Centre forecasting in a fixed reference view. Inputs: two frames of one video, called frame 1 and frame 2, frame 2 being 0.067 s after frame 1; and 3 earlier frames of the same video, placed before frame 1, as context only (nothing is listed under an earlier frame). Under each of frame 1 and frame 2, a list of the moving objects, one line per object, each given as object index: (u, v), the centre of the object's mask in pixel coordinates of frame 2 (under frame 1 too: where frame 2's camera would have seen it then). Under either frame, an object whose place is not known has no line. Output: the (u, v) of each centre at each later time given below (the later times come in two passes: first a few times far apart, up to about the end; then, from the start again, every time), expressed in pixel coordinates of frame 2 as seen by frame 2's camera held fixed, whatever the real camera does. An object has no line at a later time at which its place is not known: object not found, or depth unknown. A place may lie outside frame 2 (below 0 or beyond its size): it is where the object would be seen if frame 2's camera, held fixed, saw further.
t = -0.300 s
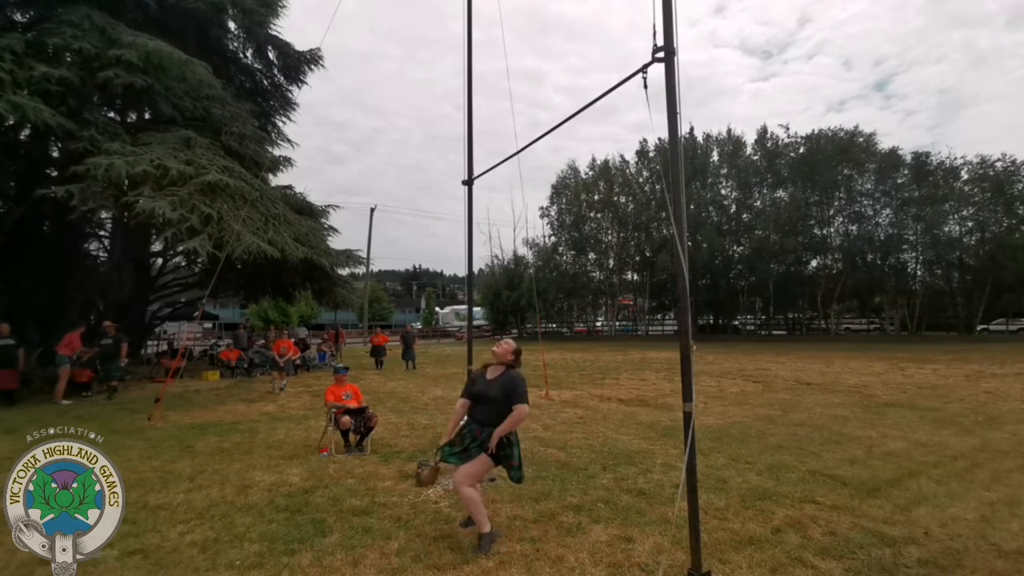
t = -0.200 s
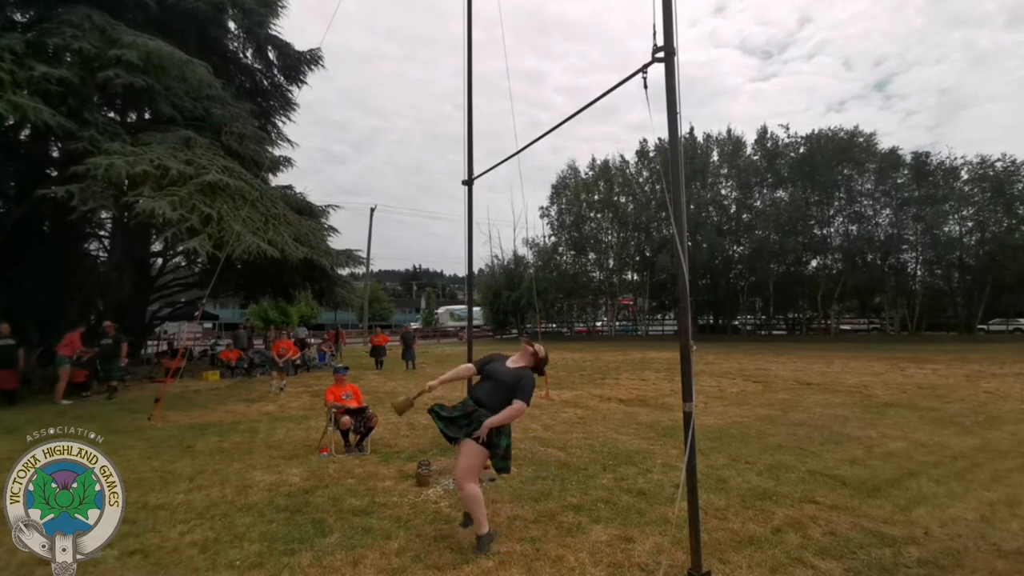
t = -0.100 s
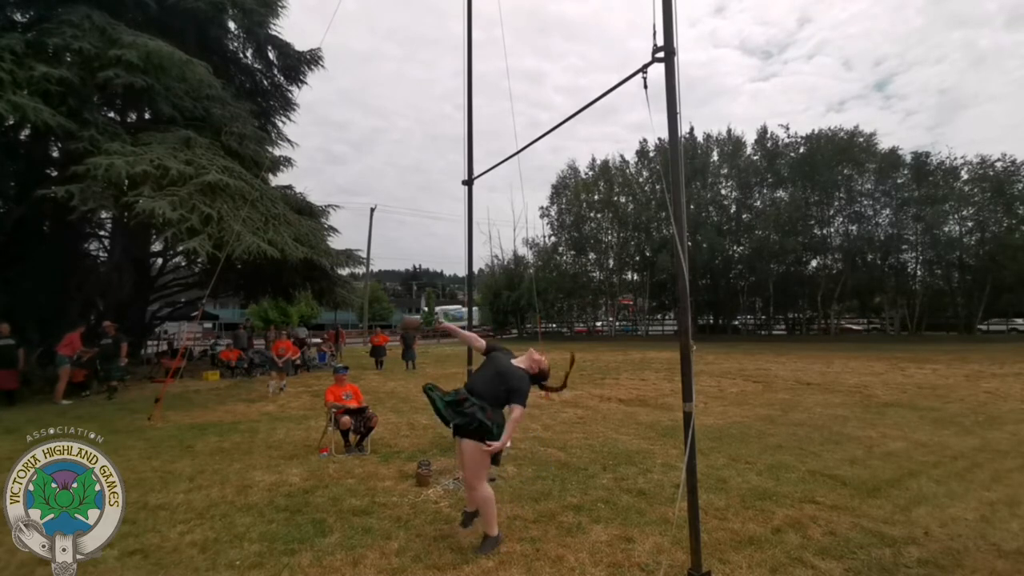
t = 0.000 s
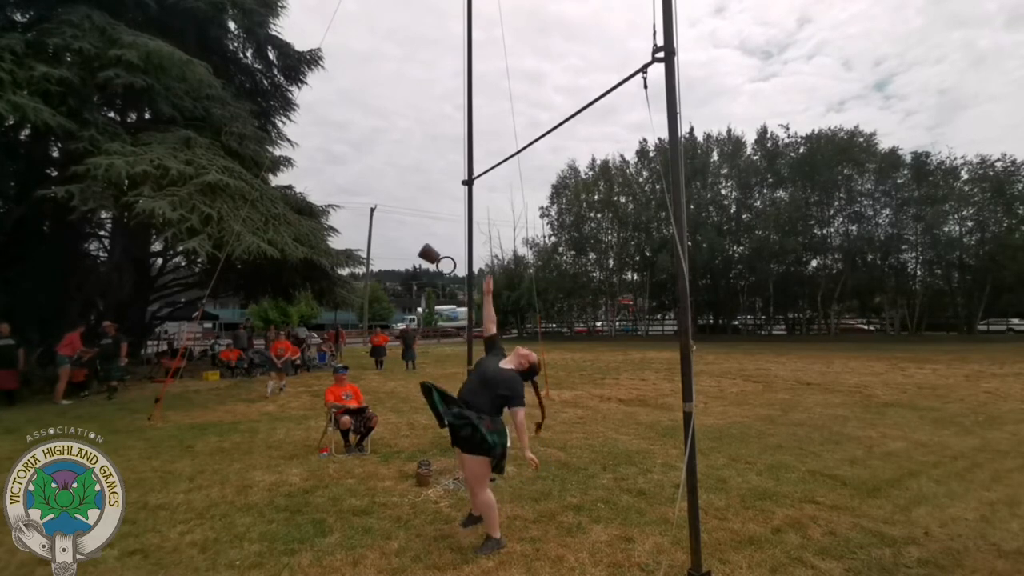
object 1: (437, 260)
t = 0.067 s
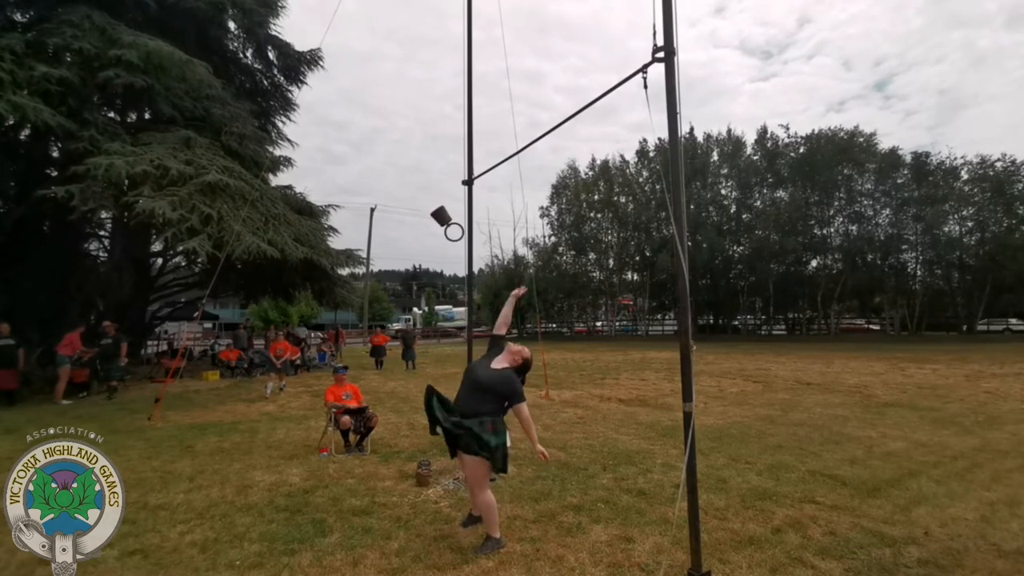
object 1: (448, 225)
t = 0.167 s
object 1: (459, 175)
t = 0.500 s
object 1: (506, 106)
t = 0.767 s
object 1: (547, 143)
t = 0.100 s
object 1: (452, 208)
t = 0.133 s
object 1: (456, 192)
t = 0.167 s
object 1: (459, 175)
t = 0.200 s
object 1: (464, 161)
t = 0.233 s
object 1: (470, 152)
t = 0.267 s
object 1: (474, 144)
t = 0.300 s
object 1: (480, 133)
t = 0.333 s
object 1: (483, 128)
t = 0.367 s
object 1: (487, 121)
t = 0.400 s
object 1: (491, 116)
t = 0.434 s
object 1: (496, 111)
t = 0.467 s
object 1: (501, 108)
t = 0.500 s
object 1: (506, 106)
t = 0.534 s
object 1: (511, 106)
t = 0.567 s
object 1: (516, 108)
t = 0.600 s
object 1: (521, 110)
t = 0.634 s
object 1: (526, 114)
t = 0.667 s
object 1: (532, 119)
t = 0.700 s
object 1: (537, 125)
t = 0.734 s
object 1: (542, 133)
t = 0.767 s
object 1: (547, 143)
